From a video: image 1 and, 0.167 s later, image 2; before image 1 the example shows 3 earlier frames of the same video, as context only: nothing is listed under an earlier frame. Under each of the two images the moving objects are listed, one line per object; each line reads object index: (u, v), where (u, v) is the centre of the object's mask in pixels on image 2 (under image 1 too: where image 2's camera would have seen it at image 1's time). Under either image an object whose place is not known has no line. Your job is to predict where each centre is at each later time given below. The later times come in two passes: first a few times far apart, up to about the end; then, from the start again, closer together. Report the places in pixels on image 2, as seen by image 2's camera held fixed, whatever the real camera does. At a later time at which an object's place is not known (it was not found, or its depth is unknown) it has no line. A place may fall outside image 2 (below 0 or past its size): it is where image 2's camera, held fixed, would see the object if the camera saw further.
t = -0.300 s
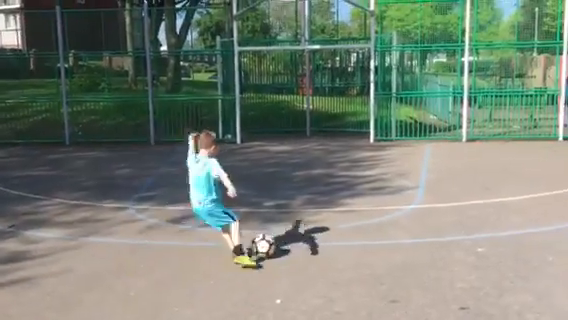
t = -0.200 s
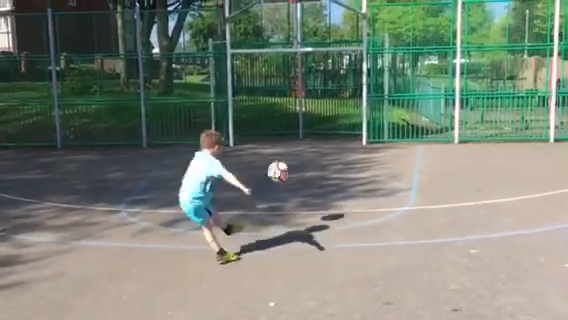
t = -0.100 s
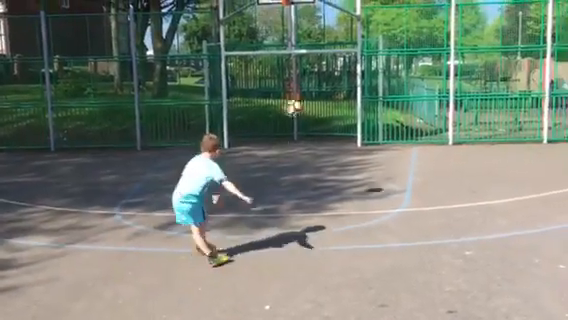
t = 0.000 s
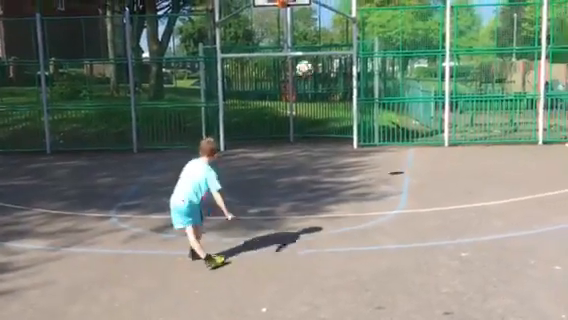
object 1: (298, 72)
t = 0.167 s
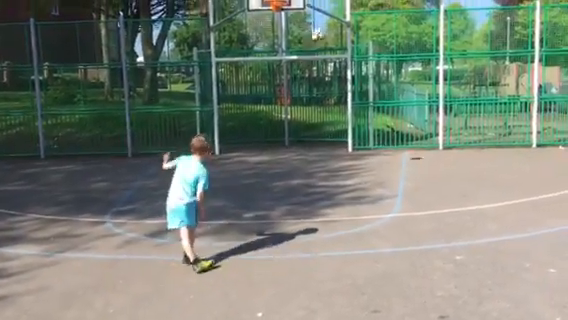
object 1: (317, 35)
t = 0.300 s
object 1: (329, 25)
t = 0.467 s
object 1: (340, 25)
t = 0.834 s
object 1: (332, 52)
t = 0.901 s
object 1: (328, 64)
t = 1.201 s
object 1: (299, 166)
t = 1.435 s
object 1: (274, 125)
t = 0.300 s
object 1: (329, 25)
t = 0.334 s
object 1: (330, 23)
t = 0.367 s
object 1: (333, 22)
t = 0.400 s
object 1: (336, 23)
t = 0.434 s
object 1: (338, 24)
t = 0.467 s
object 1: (340, 25)
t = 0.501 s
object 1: (342, 27)
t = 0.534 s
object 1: (344, 29)
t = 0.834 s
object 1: (332, 52)
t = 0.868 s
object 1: (329, 57)
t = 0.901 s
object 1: (328, 64)
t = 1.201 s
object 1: (299, 166)
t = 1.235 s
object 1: (296, 184)
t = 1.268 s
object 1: (292, 175)
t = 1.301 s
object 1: (289, 164)
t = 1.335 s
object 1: (284, 153)
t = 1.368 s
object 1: (281, 143)
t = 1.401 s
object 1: (277, 134)
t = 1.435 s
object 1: (274, 125)
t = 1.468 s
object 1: (270, 116)
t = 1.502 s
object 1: (265, 108)
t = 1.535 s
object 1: (262, 100)
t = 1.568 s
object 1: (258, 95)
